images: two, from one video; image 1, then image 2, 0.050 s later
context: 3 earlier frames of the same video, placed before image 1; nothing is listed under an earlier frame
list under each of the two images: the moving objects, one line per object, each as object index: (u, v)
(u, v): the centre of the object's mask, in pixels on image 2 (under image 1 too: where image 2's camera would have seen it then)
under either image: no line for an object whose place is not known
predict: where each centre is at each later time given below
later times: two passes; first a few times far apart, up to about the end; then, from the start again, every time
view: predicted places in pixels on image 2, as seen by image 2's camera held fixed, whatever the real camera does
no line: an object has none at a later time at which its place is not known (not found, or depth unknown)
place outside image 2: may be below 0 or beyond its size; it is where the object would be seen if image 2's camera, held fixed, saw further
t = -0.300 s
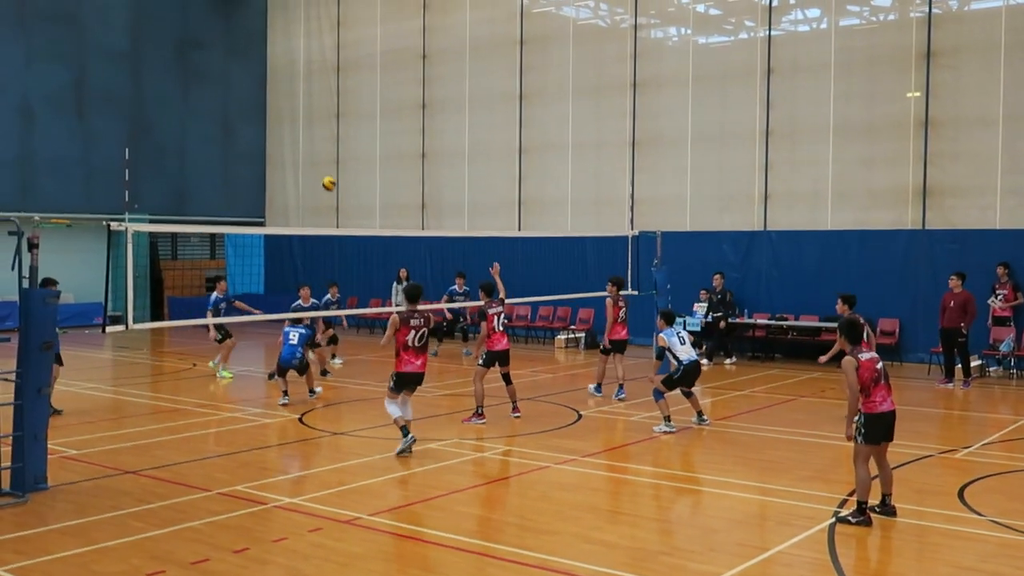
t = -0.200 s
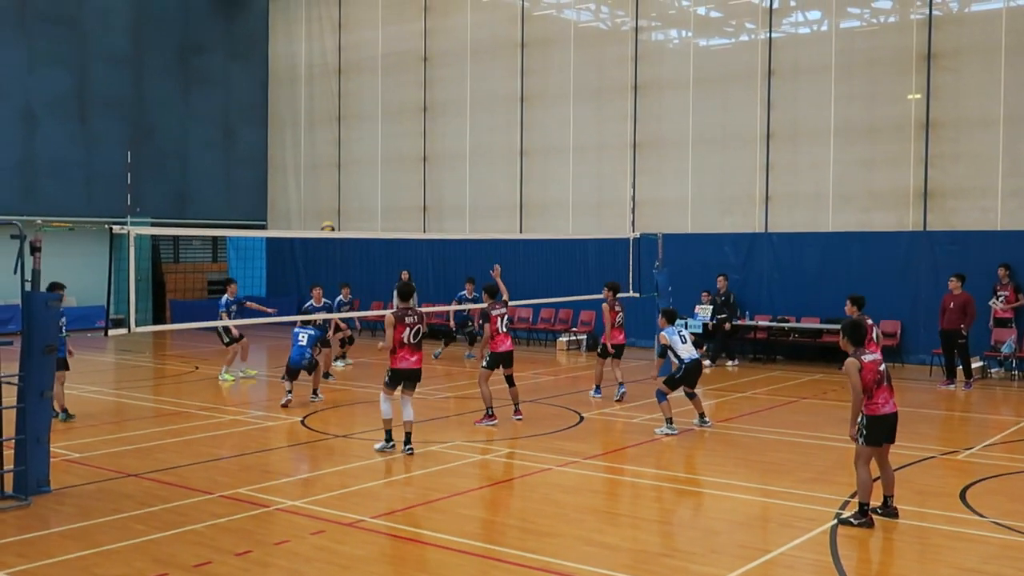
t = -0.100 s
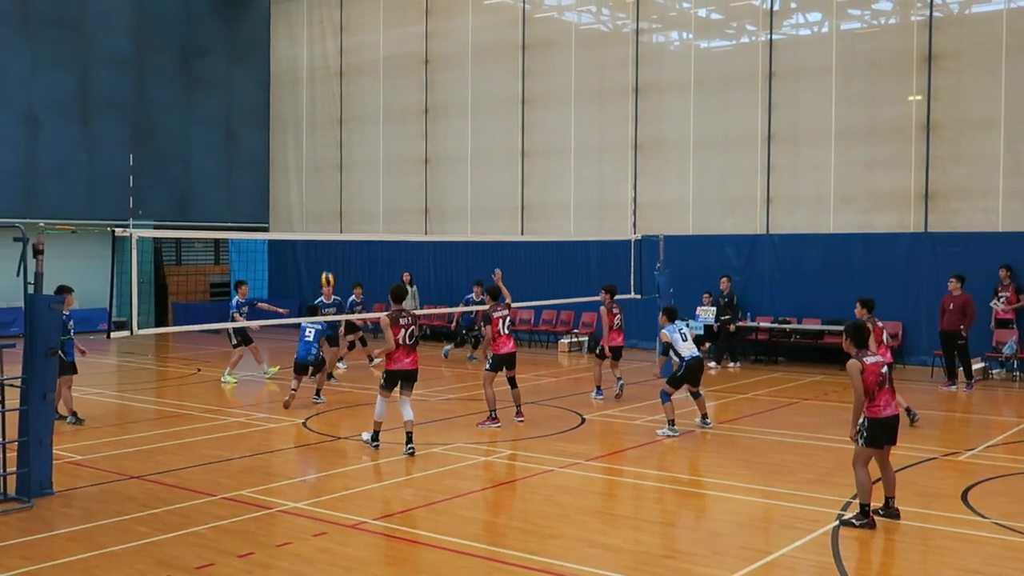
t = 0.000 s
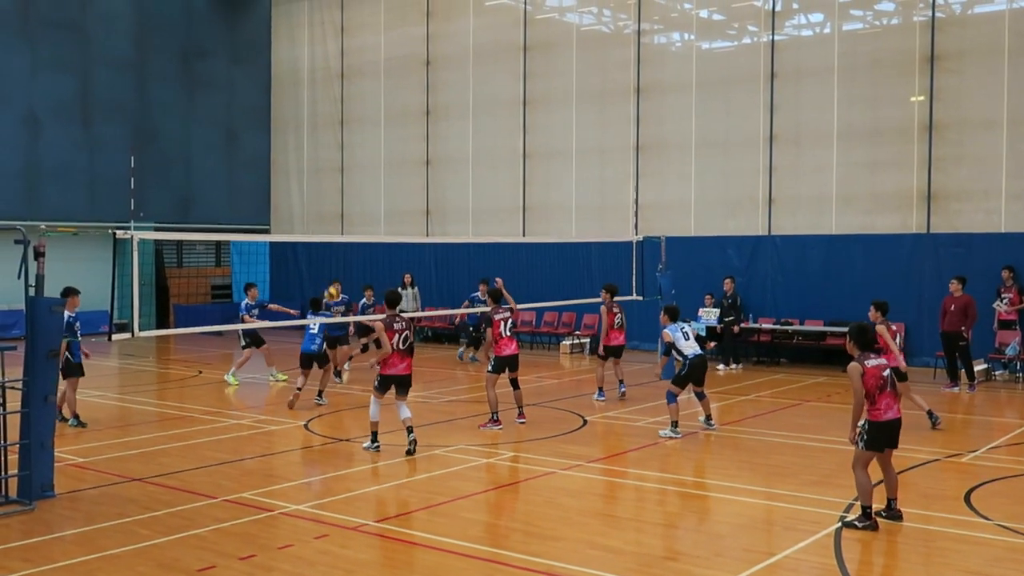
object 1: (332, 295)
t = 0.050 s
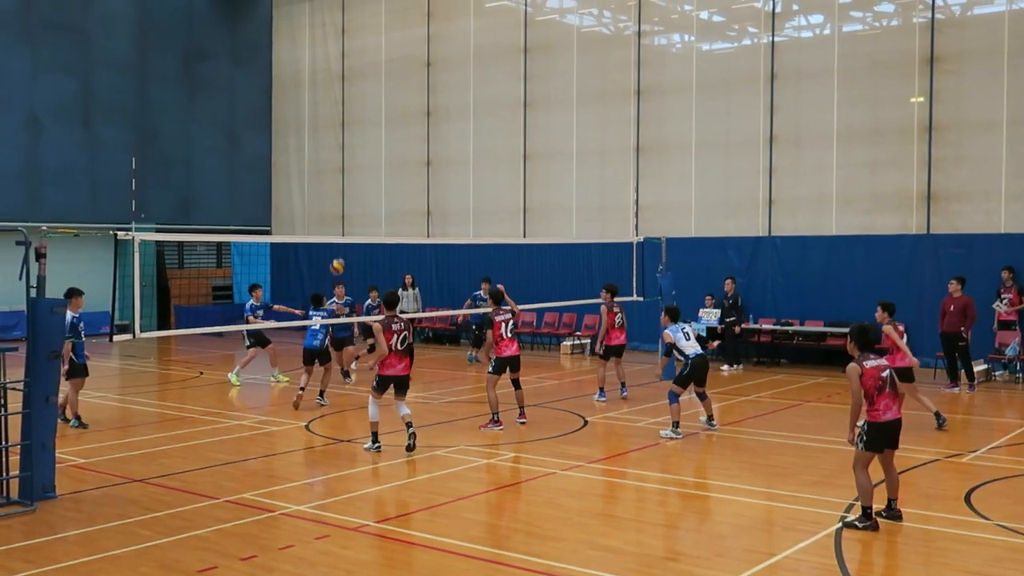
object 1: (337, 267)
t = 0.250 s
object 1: (356, 167)
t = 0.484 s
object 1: (378, 91)
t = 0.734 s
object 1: (400, 50)
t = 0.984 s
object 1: (422, 52)
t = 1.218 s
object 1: (443, 90)
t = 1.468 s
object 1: (463, 169)
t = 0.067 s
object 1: (339, 258)
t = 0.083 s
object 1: (341, 249)
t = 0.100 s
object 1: (343, 240)
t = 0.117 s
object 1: (344, 230)
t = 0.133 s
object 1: (346, 221)
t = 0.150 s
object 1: (347, 213)
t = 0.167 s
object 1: (349, 205)
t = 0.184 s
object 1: (350, 197)
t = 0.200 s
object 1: (352, 189)
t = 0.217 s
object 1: (354, 182)
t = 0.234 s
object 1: (355, 175)
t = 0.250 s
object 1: (356, 167)
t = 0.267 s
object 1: (358, 161)
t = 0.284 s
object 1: (359, 154)
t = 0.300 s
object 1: (361, 148)
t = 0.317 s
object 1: (362, 141)
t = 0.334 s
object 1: (364, 135)
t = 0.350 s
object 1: (366, 130)
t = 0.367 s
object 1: (368, 124)
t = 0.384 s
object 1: (369, 119)
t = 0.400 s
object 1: (370, 114)
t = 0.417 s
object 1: (372, 108)
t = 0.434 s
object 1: (373, 104)
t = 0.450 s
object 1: (374, 99)
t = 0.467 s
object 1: (376, 95)
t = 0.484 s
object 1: (378, 91)
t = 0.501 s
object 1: (379, 86)
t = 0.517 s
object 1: (381, 83)
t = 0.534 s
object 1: (382, 79)
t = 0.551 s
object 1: (384, 76)
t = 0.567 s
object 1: (385, 73)
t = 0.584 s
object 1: (387, 70)
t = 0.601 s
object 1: (388, 67)
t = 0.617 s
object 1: (389, 64)
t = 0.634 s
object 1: (391, 62)
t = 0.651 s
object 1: (392, 60)
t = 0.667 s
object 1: (394, 57)
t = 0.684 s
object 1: (396, 55)
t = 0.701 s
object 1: (397, 53)
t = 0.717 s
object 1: (399, 51)
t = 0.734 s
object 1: (400, 50)
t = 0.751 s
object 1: (401, 49)
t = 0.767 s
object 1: (403, 49)
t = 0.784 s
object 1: (404, 48)
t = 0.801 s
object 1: (406, 47)
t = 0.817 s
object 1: (407, 46)
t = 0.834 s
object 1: (409, 46)
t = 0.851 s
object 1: (410, 46)
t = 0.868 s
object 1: (412, 46)
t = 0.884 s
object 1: (413, 47)
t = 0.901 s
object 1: (415, 47)
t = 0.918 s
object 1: (416, 48)
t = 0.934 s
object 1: (418, 48)
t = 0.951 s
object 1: (419, 50)
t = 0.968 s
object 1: (420, 51)
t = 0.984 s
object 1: (422, 52)
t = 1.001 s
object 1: (424, 54)
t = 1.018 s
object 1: (425, 56)
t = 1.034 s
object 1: (426, 57)
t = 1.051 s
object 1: (428, 60)
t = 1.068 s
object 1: (430, 62)
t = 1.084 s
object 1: (431, 64)
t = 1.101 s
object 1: (432, 68)
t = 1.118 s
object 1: (434, 70)
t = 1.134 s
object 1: (435, 73)
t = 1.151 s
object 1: (437, 76)
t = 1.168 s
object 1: (438, 80)
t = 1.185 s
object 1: (440, 82)
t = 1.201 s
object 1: (441, 86)
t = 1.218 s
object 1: (443, 90)
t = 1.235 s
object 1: (444, 94)
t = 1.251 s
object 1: (445, 98)
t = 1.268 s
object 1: (447, 103)
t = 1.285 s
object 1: (448, 107)
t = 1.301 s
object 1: (450, 112)
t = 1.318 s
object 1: (451, 117)
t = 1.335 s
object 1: (452, 122)
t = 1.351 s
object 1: (454, 128)
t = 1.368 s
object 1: (455, 133)
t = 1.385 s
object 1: (457, 139)
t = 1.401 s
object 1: (458, 144)
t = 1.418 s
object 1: (460, 150)
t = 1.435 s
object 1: (461, 156)
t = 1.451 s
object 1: (462, 162)
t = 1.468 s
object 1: (463, 169)
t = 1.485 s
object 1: (465, 176)
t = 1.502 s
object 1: (466, 182)
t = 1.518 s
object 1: (468, 189)
